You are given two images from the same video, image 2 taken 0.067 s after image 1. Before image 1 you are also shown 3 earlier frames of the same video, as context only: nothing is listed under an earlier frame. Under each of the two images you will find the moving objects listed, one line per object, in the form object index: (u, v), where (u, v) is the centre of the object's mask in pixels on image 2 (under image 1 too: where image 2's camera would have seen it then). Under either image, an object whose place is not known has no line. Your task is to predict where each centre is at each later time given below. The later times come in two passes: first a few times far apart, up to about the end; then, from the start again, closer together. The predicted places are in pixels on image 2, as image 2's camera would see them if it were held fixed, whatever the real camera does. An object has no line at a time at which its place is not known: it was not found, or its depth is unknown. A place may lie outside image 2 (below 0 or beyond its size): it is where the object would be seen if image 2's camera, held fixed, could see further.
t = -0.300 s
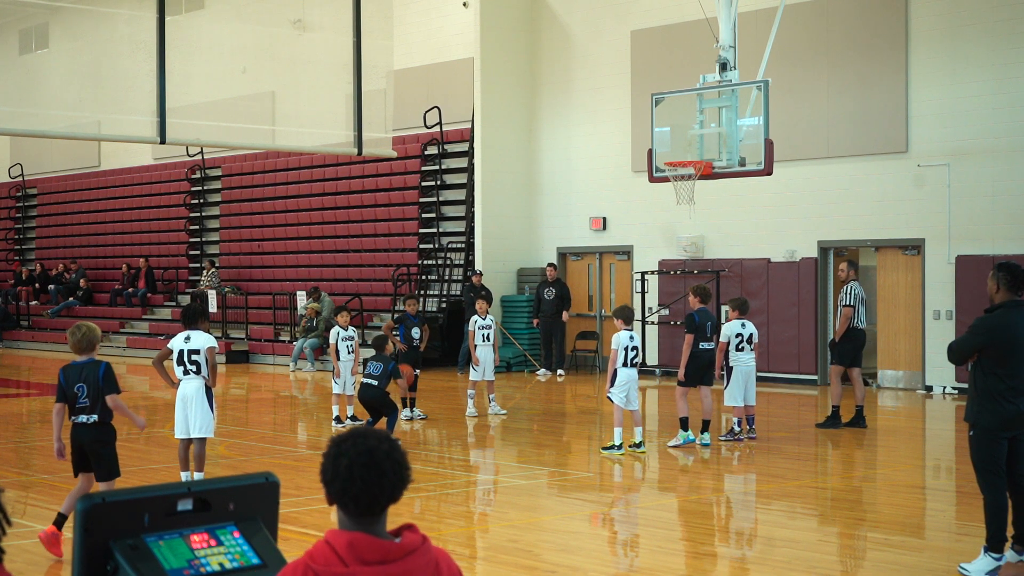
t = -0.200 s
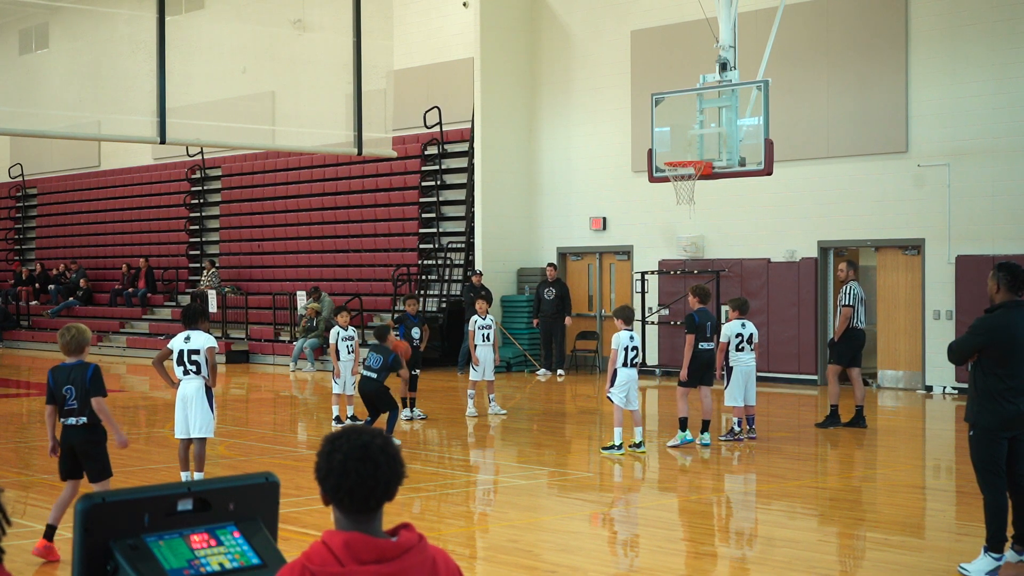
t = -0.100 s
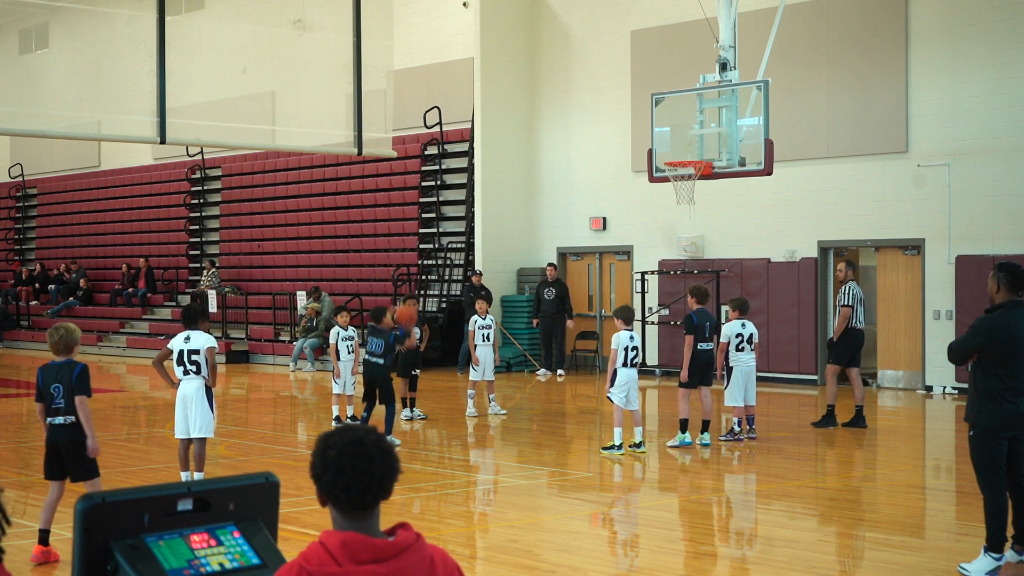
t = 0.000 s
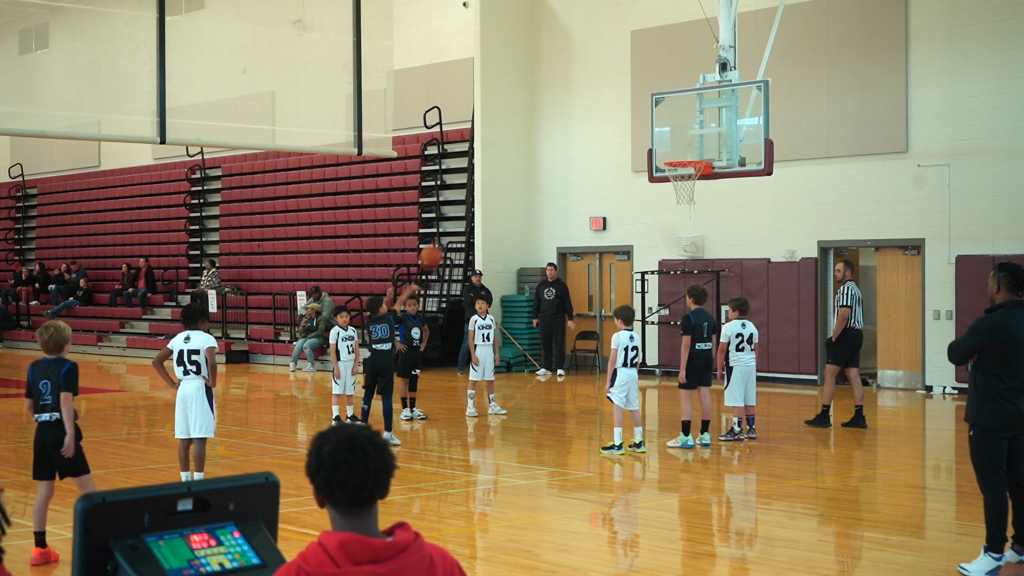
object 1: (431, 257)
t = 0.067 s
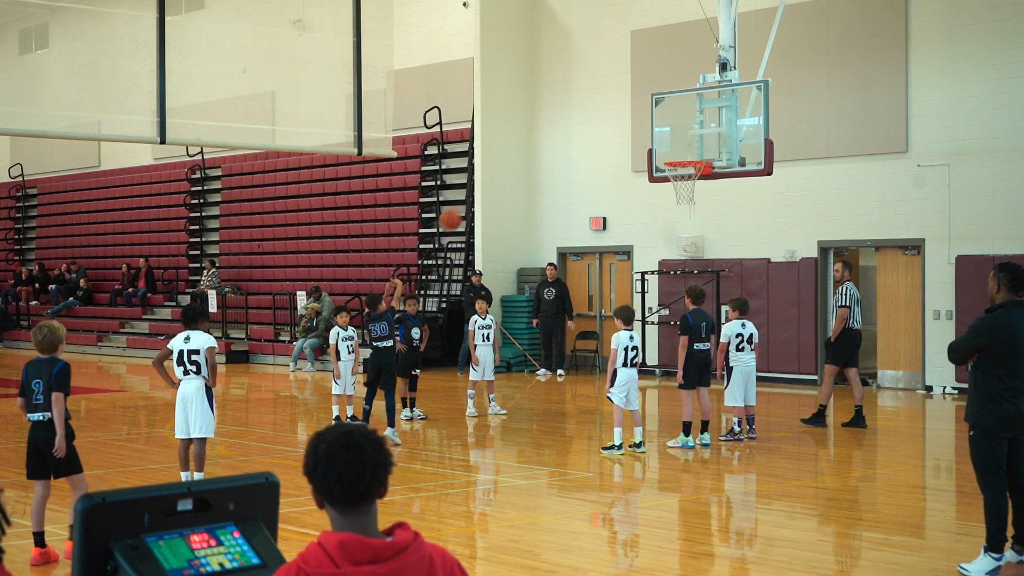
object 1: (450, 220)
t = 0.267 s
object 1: (505, 140)
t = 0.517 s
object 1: (568, 97)
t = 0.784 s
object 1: (631, 112)
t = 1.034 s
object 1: (672, 173)
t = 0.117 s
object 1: (464, 195)
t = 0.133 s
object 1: (468, 189)
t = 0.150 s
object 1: (473, 181)
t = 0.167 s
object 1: (478, 174)
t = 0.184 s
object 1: (482, 167)
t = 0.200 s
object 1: (487, 161)
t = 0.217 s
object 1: (492, 155)
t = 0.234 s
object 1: (496, 150)
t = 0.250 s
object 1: (500, 145)
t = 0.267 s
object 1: (505, 140)
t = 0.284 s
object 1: (509, 135)
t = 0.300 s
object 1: (513, 130)
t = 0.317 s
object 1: (518, 126)
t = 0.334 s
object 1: (522, 122)
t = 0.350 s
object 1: (526, 119)
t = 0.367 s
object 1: (530, 115)
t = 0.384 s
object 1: (535, 112)
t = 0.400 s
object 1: (539, 109)
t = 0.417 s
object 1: (543, 106)
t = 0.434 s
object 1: (547, 104)
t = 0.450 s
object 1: (551, 102)
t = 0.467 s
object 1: (556, 100)
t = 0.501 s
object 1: (564, 98)
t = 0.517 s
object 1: (568, 97)
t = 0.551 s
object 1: (576, 95)
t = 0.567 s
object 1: (580, 95)
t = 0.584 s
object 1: (584, 95)
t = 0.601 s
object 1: (588, 95)
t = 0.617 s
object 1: (592, 96)
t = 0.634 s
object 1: (596, 96)
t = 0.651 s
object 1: (600, 97)
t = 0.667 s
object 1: (604, 98)
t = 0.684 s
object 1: (608, 100)
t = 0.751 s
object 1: (623, 107)
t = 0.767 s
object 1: (627, 110)
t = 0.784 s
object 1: (631, 112)
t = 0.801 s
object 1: (635, 115)
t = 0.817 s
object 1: (638, 119)
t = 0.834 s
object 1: (642, 122)
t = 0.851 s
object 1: (645, 126)
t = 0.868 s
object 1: (649, 130)
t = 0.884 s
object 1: (653, 134)
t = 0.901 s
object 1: (657, 138)
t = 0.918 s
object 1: (660, 143)
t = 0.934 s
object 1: (664, 147)
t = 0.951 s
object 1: (667, 152)
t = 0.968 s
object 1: (671, 157)
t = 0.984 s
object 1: (673, 162)
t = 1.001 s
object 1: (673, 165)
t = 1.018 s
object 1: (673, 169)
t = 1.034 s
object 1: (672, 173)
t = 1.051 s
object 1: (671, 178)
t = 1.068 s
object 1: (670, 182)
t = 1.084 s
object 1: (669, 187)
